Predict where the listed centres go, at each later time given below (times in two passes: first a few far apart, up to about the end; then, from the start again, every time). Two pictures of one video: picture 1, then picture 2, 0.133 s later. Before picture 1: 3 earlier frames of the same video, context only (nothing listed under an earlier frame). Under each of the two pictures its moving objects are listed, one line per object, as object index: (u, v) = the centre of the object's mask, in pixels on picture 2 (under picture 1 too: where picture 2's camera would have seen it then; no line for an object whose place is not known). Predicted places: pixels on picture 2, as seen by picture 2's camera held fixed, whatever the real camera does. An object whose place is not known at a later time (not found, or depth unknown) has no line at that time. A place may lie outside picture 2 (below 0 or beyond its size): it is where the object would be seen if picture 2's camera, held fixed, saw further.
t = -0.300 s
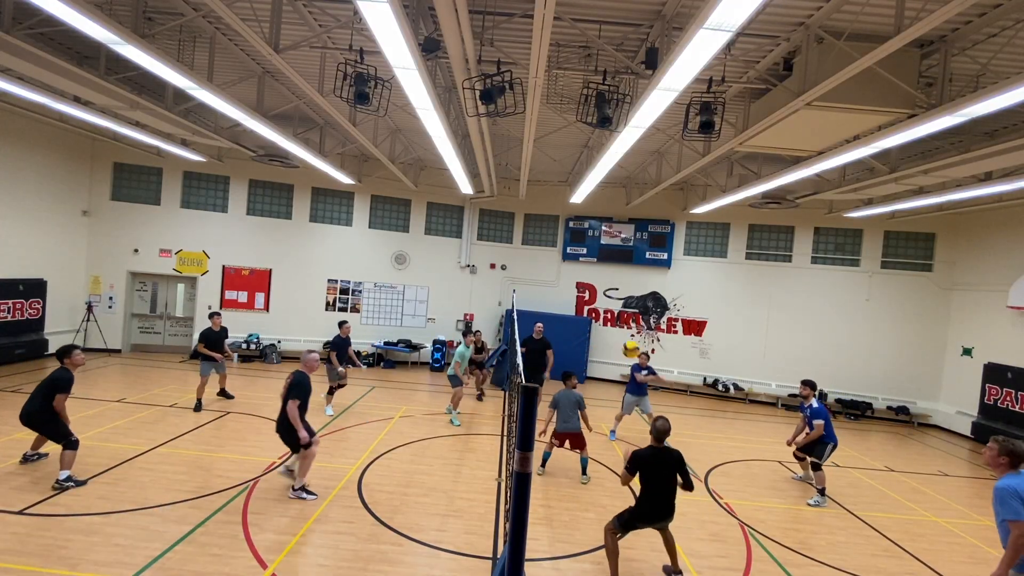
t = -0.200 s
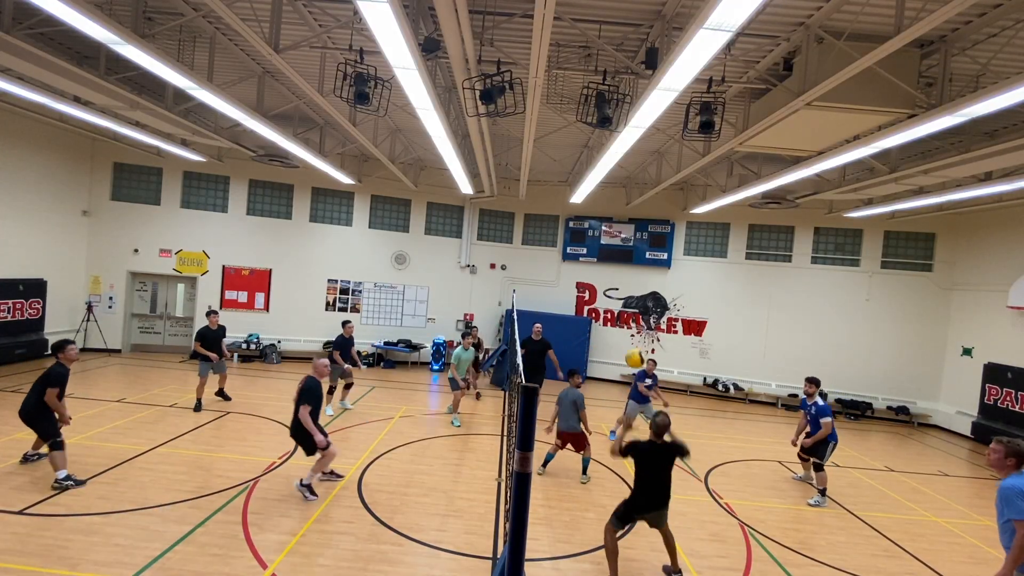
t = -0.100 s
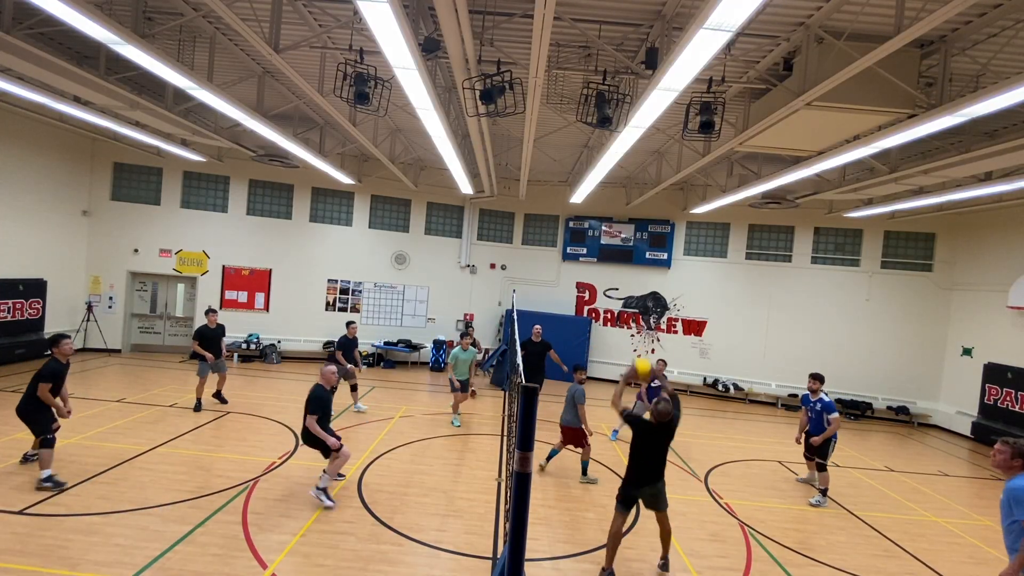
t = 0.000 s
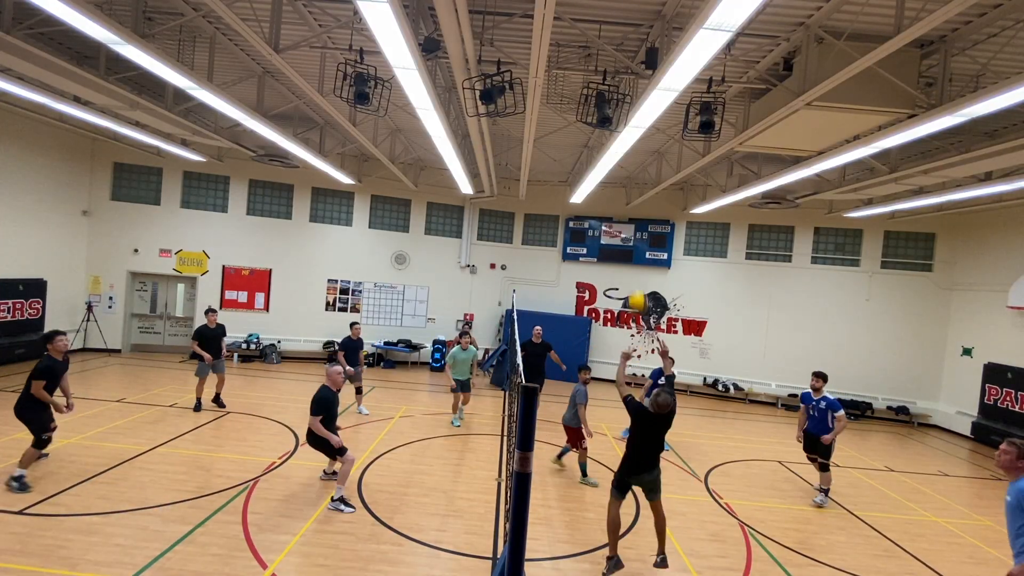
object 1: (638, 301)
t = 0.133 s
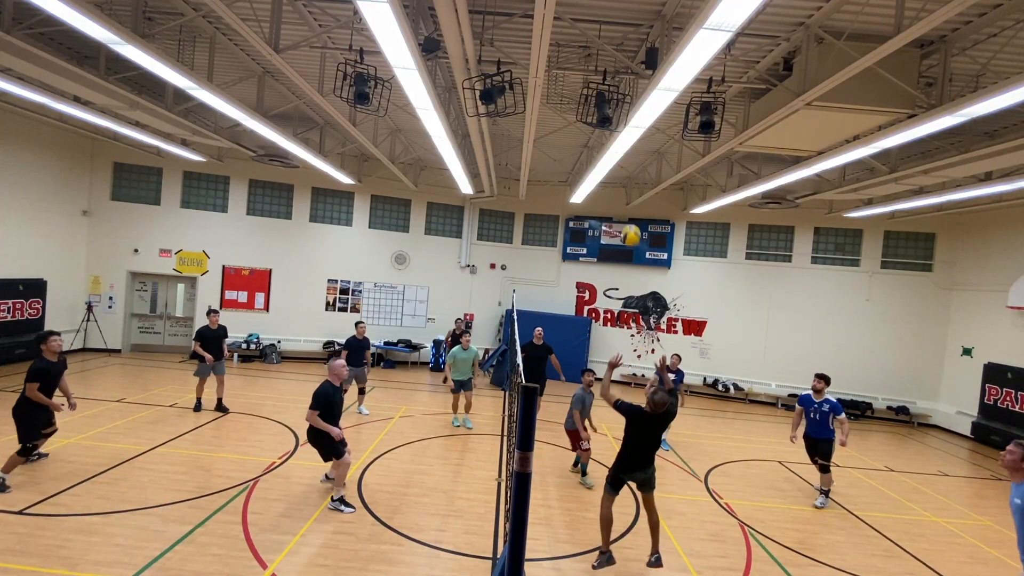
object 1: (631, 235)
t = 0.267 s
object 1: (625, 194)
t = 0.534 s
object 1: (613, 167)
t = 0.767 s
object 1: (601, 183)
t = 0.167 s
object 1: (629, 223)
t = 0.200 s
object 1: (628, 212)
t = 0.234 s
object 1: (627, 203)
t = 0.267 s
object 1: (625, 194)
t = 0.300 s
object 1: (624, 187)
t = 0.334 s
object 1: (623, 182)
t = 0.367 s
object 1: (621, 177)
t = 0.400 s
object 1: (620, 172)
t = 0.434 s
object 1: (618, 170)
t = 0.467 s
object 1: (616, 168)
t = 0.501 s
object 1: (614, 167)
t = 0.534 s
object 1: (613, 167)
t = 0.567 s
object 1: (611, 168)
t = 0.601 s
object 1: (609, 169)
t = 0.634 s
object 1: (607, 170)
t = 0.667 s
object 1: (606, 173)
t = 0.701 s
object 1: (604, 176)
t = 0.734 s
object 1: (602, 179)
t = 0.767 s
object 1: (601, 183)
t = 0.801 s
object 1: (599, 188)
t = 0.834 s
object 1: (597, 193)
